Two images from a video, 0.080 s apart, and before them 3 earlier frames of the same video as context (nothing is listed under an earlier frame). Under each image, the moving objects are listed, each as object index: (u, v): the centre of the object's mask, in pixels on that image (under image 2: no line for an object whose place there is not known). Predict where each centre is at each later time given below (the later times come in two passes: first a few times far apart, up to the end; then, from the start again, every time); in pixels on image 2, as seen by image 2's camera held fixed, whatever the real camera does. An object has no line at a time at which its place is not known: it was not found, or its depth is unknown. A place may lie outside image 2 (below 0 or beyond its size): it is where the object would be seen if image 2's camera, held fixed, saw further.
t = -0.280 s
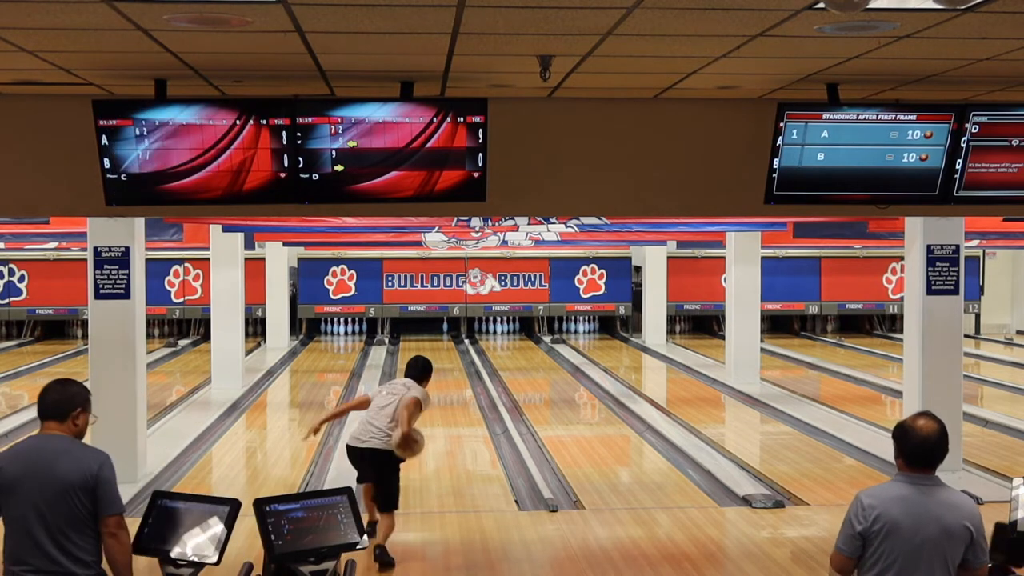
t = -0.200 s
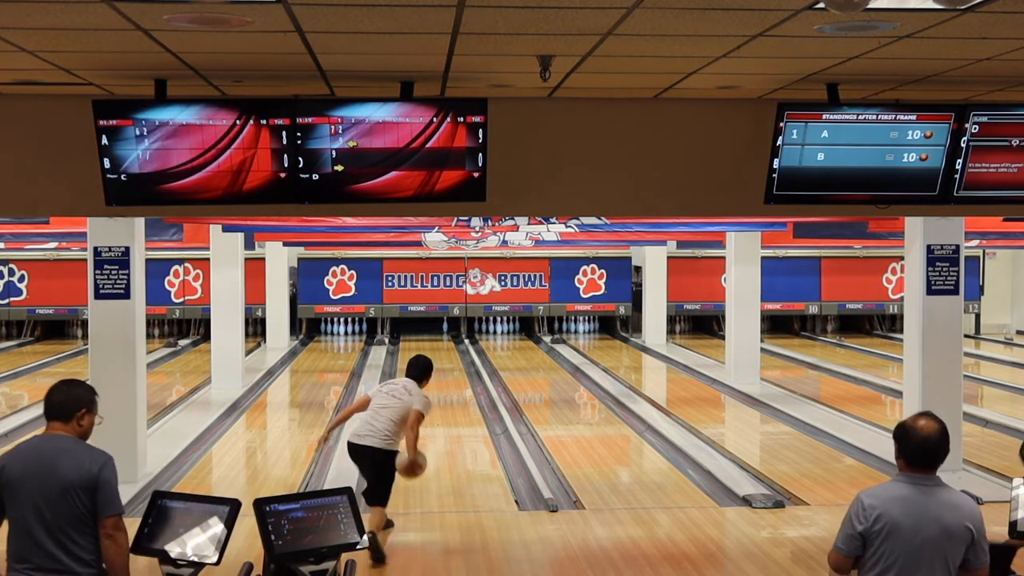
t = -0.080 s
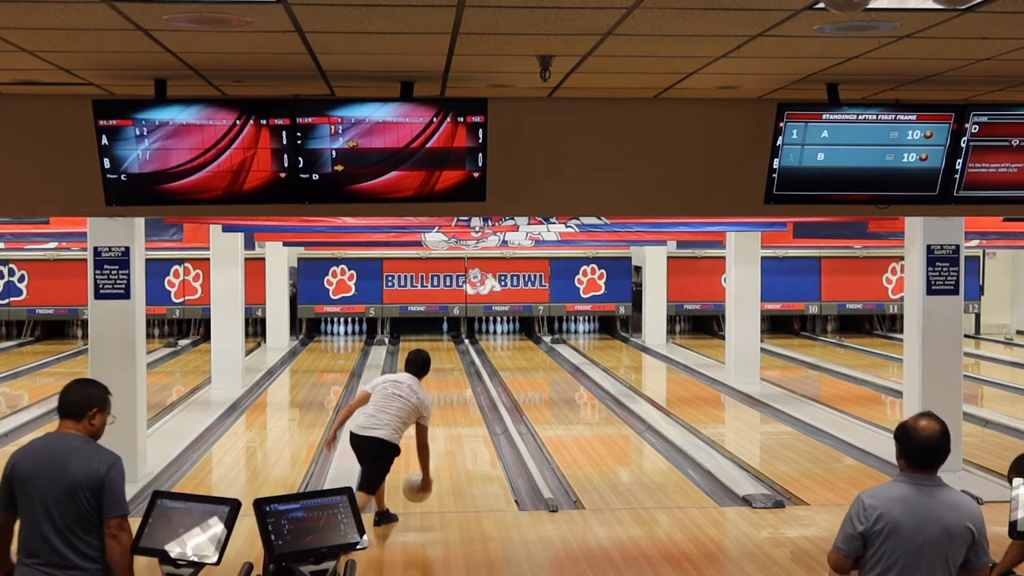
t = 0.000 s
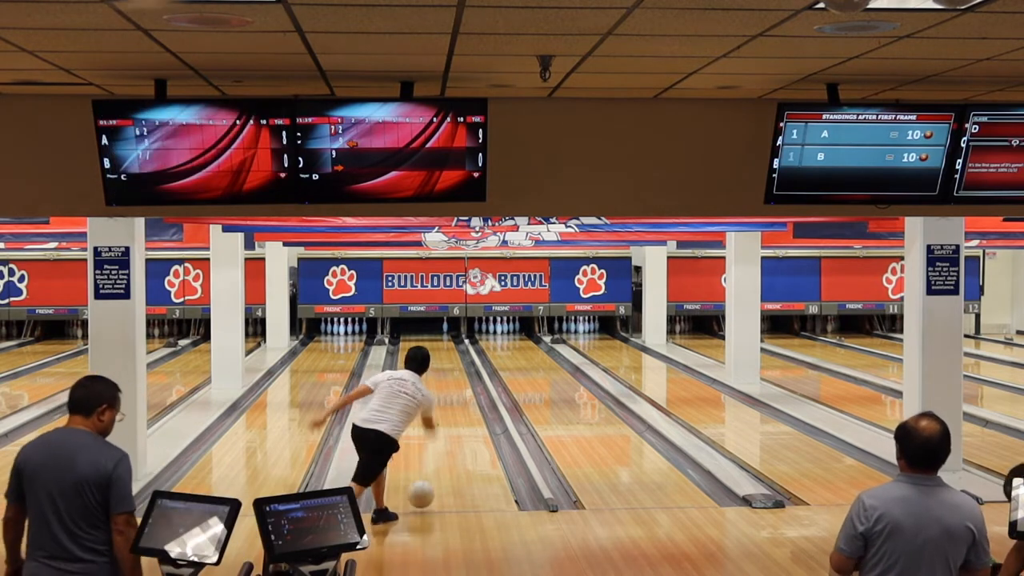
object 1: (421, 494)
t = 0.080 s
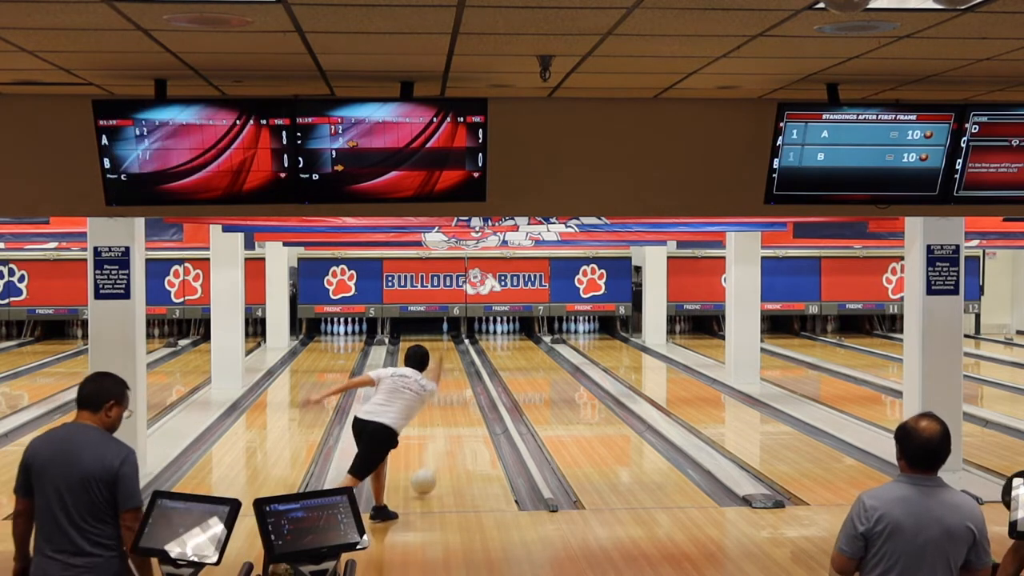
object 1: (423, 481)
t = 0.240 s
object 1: (427, 461)
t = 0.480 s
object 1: (433, 432)
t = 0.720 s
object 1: (436, 410)
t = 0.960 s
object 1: (440, 393)
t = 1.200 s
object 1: (442, 379)
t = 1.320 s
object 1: (443, 369)
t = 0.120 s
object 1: (424, 476)
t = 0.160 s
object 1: (425, 472)
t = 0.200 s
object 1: (427, 466)
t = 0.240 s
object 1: (427, 461)
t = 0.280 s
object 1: (429, 455)
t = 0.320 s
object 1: (429, 450)
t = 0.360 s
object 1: (430, 446)
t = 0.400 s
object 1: (431, 441)
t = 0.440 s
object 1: (432, 437)
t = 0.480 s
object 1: (433, 432)
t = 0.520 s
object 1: (432, 429)
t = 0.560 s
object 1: (439, 423)
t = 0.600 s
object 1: (436, 420)
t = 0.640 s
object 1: (435, 417)
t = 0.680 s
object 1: (435, 414)
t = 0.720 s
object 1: (436, 410)
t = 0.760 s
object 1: (437, 407)
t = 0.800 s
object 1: (437, 404)
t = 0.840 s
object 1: (437, 402)
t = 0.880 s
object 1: (439, 399)
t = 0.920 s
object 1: (439, 396)
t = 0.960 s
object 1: (440, 393)
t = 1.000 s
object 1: (440, 391)
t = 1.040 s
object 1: (440, 388)
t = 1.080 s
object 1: (441, 386)
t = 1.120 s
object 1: (441, 384)
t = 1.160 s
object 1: (441, 381)
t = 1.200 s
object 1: (442, 379)
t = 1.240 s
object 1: (442, 377)
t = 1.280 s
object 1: (443, 374)
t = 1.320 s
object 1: (443, 369)
